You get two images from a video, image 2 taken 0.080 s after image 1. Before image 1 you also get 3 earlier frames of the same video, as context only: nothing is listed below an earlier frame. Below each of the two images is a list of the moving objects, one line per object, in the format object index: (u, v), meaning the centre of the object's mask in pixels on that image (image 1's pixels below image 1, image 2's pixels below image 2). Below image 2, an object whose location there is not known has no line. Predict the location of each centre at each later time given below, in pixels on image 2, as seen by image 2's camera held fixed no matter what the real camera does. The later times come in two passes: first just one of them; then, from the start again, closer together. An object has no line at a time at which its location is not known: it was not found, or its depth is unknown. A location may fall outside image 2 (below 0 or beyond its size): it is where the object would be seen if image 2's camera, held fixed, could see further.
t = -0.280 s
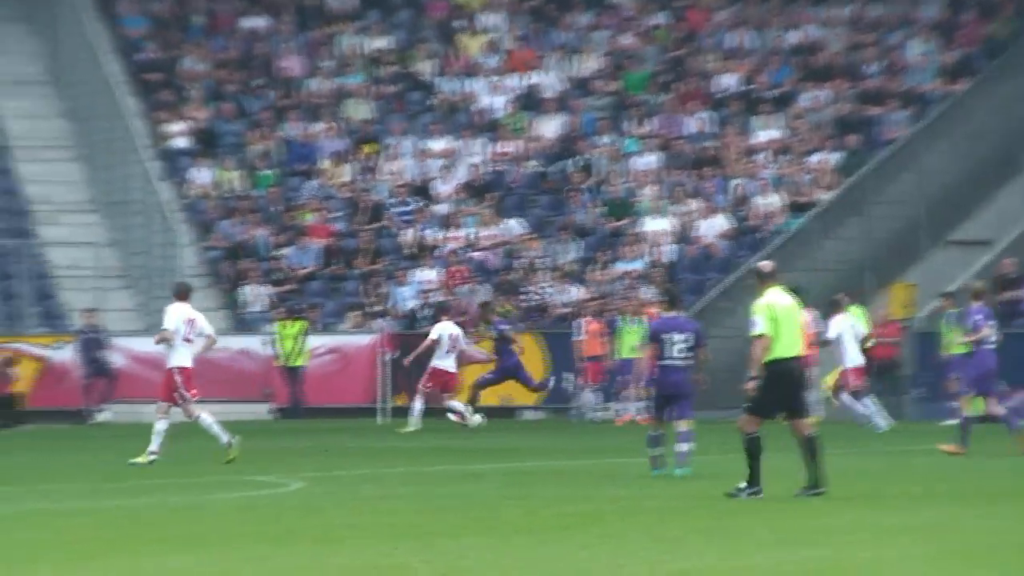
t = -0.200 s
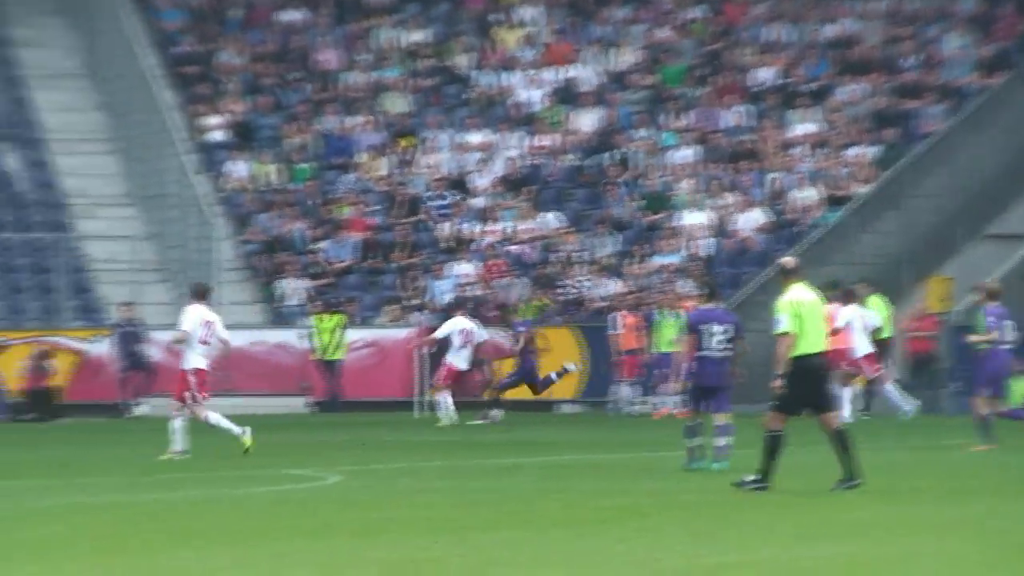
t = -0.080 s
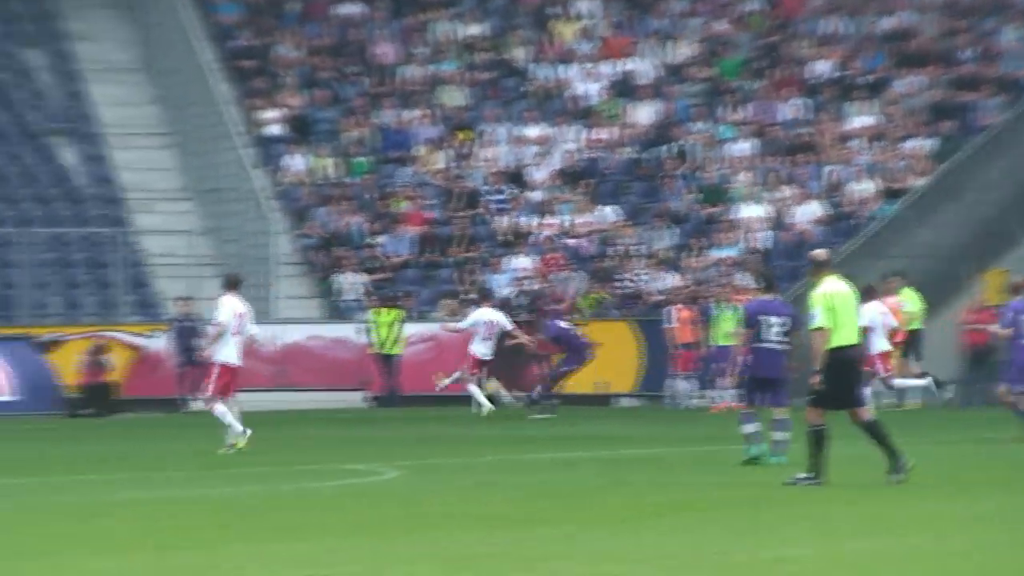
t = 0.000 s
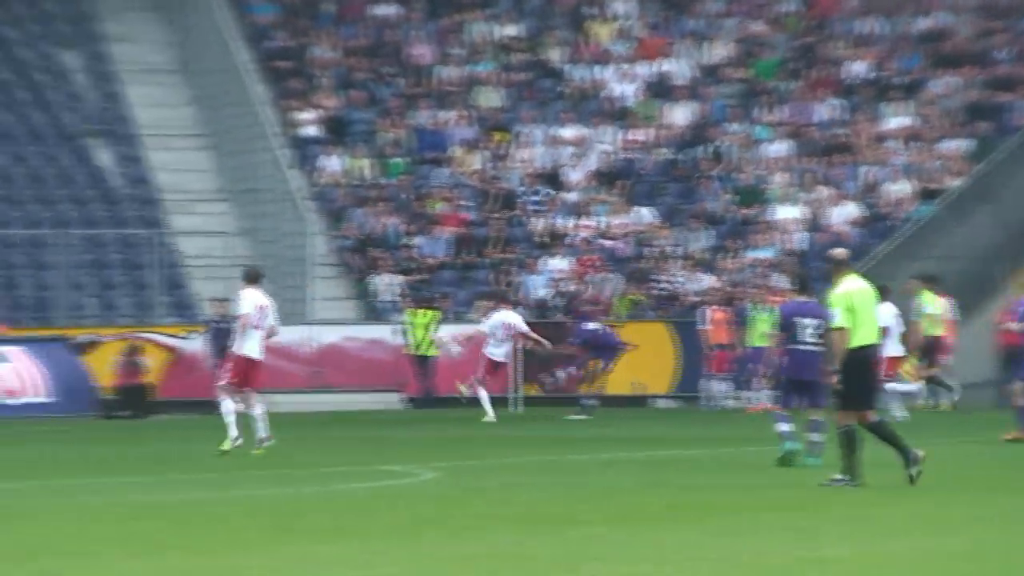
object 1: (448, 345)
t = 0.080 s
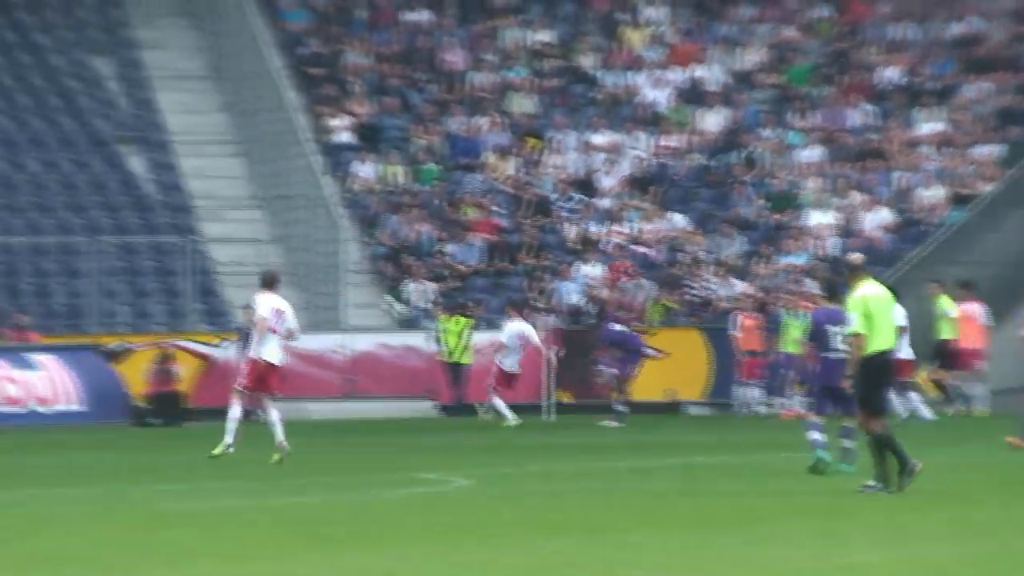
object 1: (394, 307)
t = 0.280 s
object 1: (187, 210)
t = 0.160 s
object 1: (309, 265)
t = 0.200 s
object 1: (270, 248)
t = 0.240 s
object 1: (226, 228)
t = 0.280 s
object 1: (187, 210)
